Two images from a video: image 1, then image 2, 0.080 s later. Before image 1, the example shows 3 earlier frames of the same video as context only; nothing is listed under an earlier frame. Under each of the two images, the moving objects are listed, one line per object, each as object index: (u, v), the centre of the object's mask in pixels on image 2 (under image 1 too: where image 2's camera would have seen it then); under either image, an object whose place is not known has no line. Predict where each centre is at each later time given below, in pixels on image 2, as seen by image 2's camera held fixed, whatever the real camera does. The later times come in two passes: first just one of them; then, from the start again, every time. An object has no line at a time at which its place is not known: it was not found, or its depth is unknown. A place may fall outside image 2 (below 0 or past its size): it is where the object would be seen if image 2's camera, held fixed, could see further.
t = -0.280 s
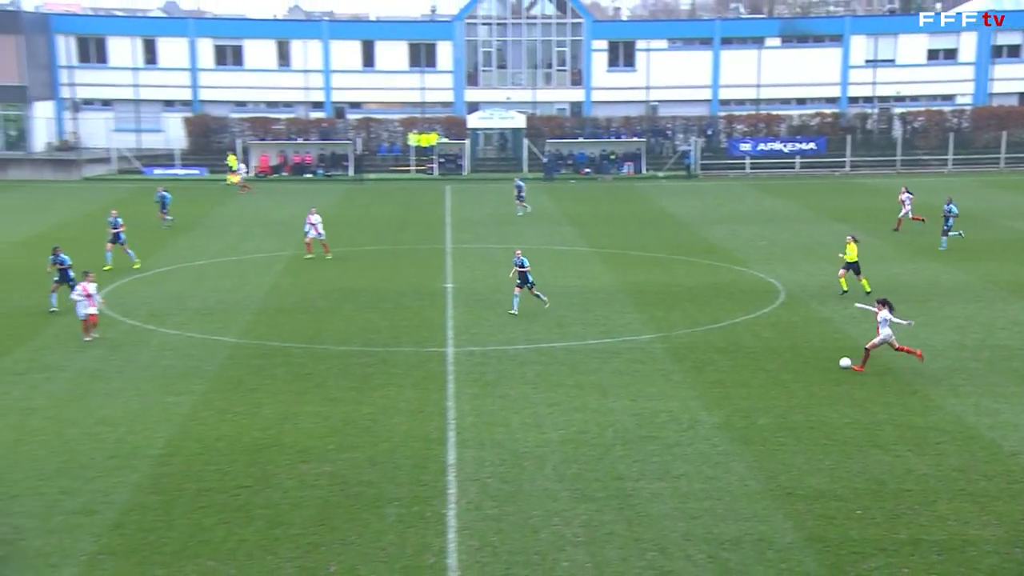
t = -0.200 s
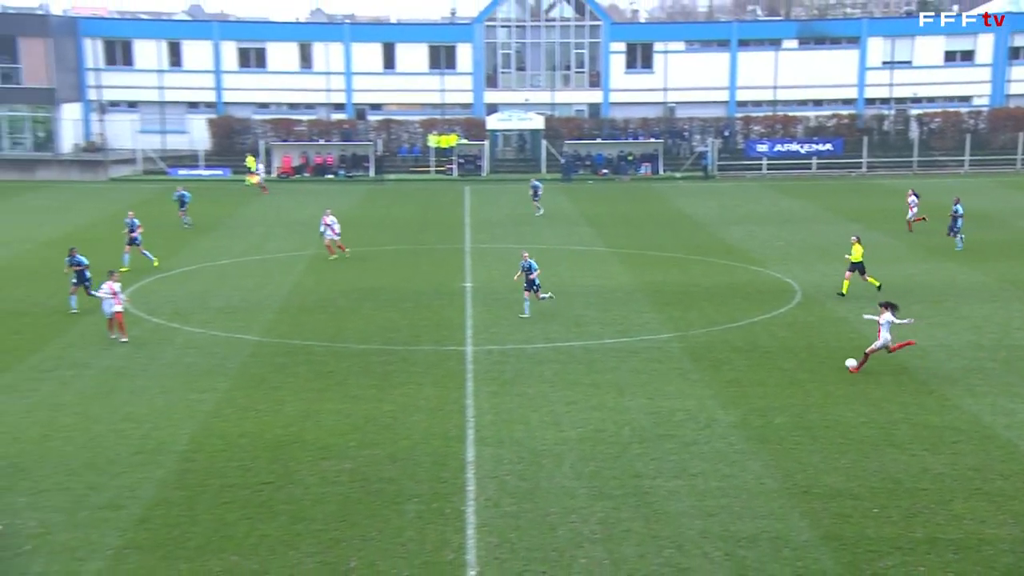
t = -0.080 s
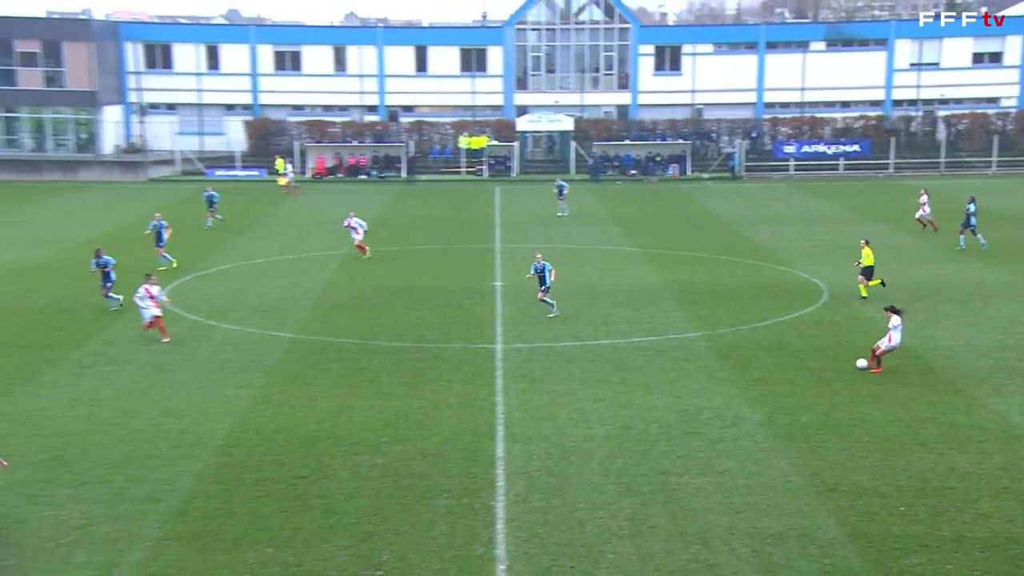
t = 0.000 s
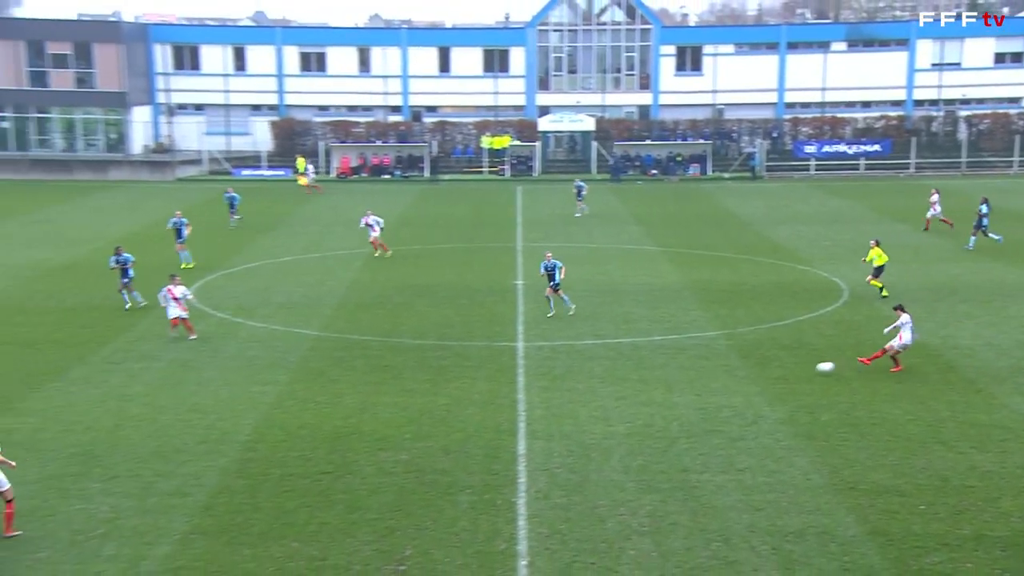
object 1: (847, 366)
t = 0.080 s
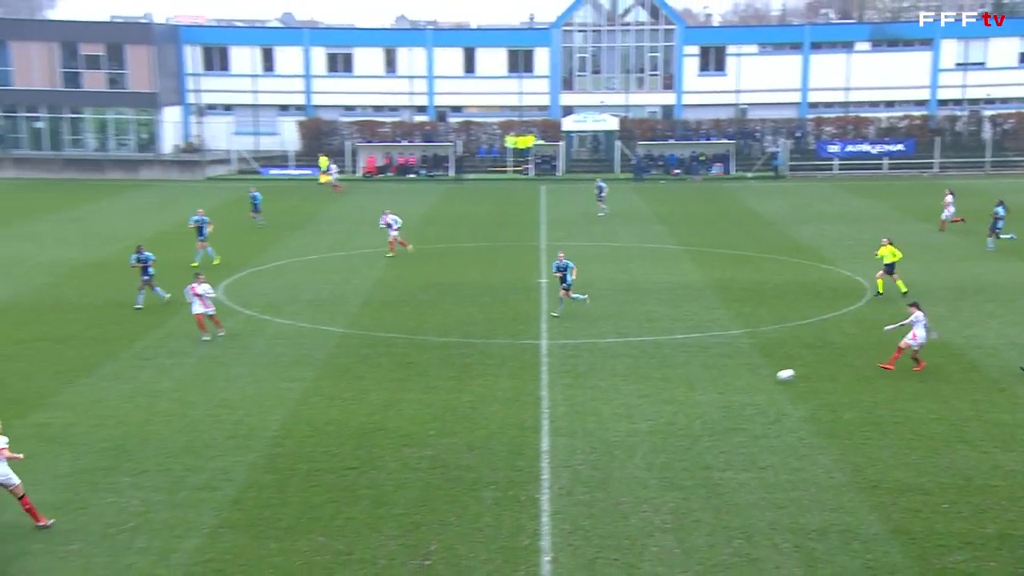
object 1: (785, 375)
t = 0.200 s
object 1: (695, 390)
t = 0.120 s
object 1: (755, 381)
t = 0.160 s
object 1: (725, 386)
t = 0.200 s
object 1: (695, 390)
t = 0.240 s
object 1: (666, 394)
